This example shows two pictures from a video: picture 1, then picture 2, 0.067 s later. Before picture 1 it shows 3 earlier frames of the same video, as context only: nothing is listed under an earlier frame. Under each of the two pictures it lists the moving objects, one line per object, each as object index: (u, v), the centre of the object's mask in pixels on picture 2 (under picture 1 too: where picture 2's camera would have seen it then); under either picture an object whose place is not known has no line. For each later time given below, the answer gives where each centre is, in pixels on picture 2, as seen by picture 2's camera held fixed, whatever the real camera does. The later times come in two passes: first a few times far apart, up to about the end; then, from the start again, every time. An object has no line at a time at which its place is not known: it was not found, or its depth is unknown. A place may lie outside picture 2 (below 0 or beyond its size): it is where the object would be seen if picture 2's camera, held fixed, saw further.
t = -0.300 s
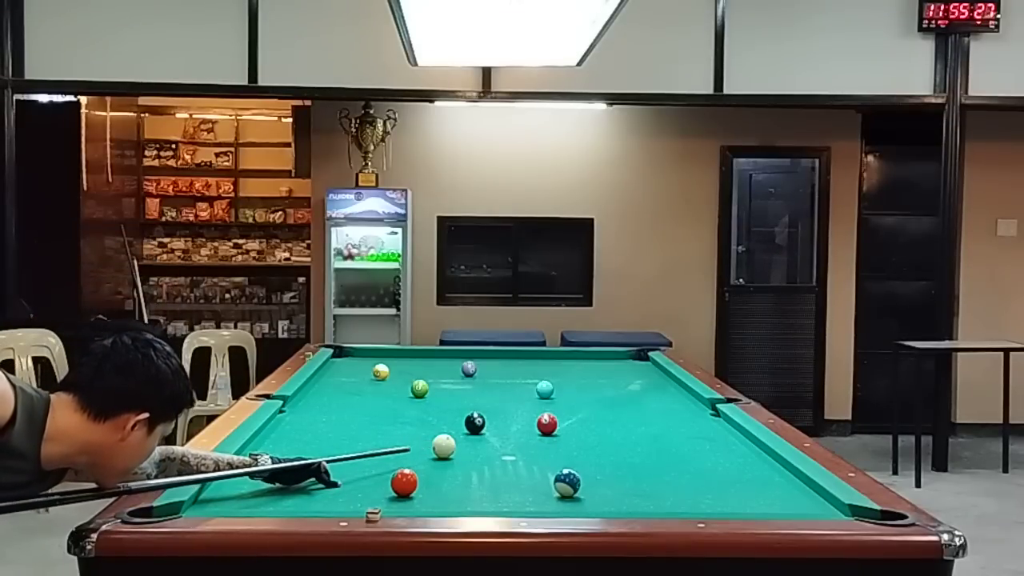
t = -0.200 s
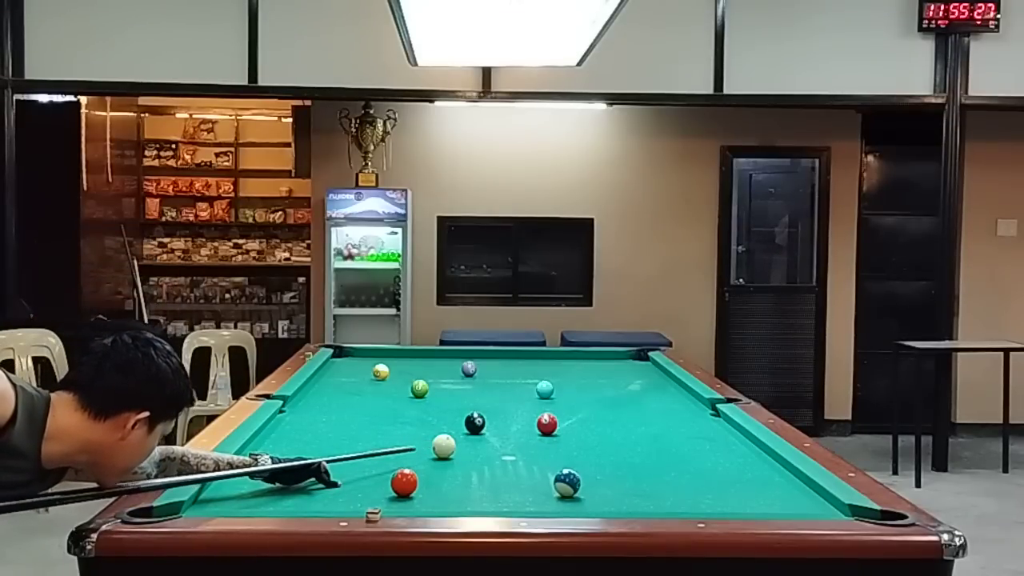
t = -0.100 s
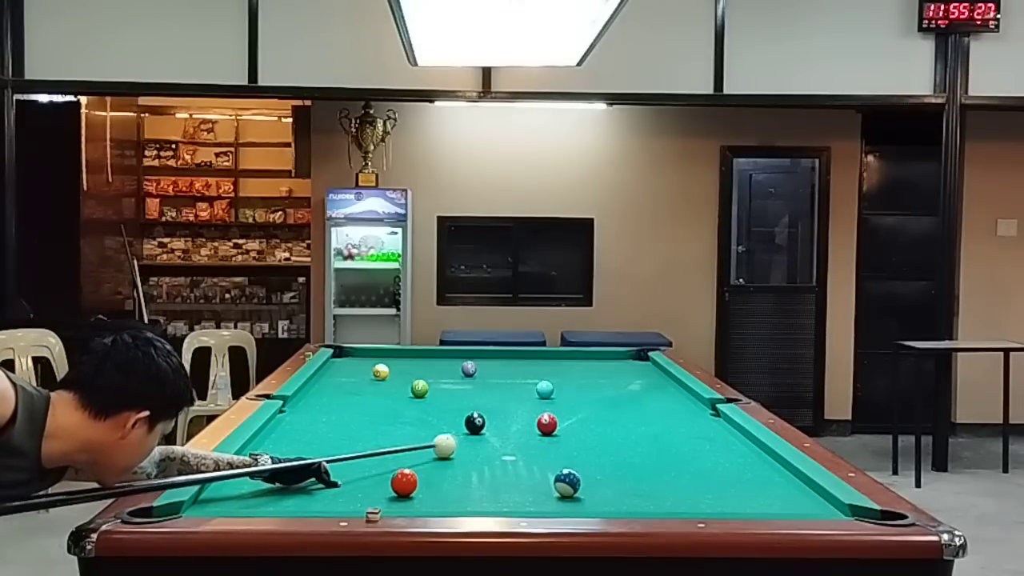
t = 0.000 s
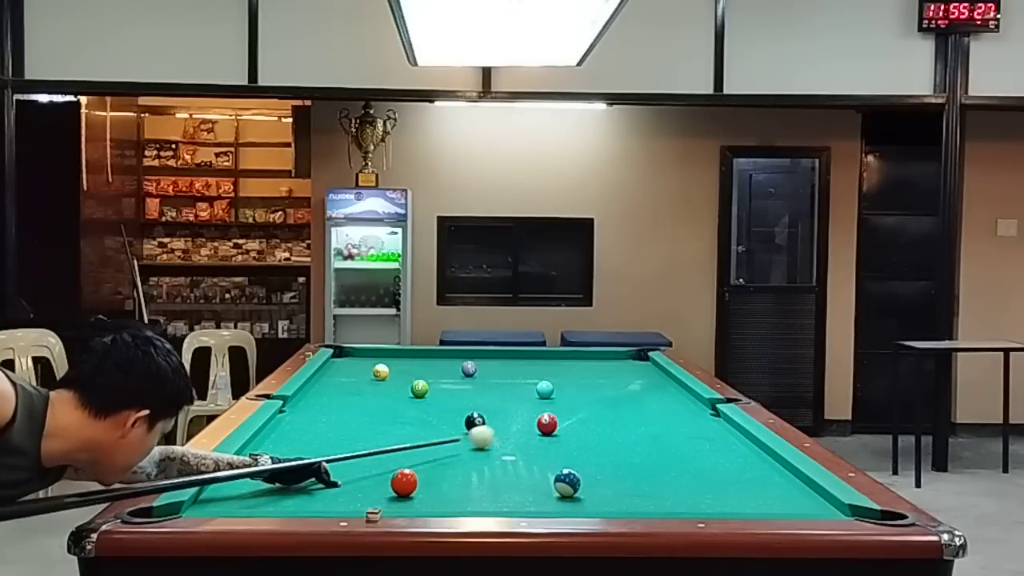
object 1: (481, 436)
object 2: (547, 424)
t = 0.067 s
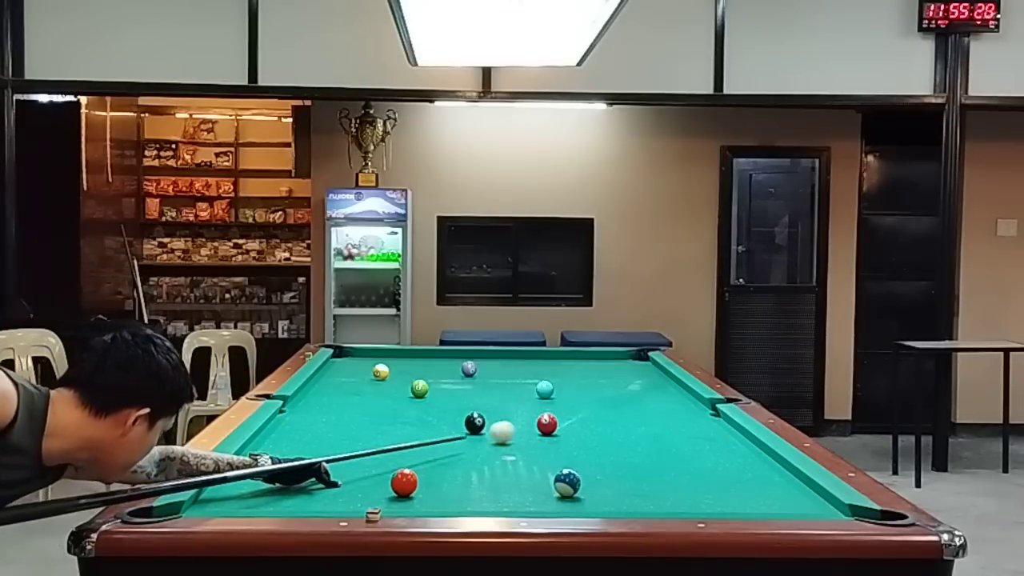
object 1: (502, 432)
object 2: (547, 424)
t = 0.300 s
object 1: (526, 422)
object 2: (584, 418)
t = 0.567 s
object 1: (530, 414)
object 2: (639, 412)
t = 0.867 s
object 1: (532, 407)
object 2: (694, 406)
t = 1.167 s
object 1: (535, 400)
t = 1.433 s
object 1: (537, 395)
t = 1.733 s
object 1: (537, 391)
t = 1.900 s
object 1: (534, 391)
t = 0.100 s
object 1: (512, 430)
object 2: (547, 423)
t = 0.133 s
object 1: (521, 427)
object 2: (547, 423)
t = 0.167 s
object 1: (529, 426)
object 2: (548, 423)
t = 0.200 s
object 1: (527, 425)
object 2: (558, 421)
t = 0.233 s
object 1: (526, 424)
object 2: (568, 420)
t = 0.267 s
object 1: (526, 423)
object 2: (577, 419)
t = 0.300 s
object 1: (526, 422)
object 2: (584, 418)
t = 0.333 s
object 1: (527, 421)
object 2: (592, 418)
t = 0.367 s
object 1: (527, 420)
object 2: (599, 417)
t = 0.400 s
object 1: (528, 419)
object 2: (605, 416)
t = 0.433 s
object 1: (528, 418)
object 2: (612, 415)
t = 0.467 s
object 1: (528, 417)
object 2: (619, 414)
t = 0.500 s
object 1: (529, 416)
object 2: (626, 414)
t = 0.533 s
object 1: (529, 415)
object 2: (632, 413)
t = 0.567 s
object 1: (530, 414)
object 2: (639, 412)
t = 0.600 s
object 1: (530, 413)
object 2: (645, 411)
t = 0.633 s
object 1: (530, 412)
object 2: (651, 411)
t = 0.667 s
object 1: (531, 412)
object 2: (658, 410)
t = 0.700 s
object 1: (531, 411)
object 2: (664, 409)
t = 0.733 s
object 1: (531, 410)
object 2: (670, 409)
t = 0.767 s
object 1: (532, 409)
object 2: (676, 408)
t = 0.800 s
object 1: (532, 408)
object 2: (682, 407)
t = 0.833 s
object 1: (532, 407)
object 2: (688, 406)
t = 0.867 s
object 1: (532, 407)
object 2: (694, 406)
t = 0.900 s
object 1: (533, 406)
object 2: (699, 405)
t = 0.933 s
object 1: (533, 405)
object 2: (705, 404)
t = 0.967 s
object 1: (533, 404)
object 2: (710, 404)
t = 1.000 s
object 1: (533, 404)
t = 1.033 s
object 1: (534, 403)
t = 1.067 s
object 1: (534, 402)
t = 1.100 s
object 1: (534, 402)
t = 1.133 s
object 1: (535, 401)
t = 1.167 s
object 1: (535, 400)
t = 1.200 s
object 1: (535, 400)
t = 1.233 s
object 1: (536, 399)
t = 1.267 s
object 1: (536, 398)
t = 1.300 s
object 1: (536, 398)
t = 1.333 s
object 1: (536, 397)
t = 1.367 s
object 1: (537, 397)
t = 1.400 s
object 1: (537, 396)
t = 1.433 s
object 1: (537, 395)
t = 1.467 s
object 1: (537, 395)
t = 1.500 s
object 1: (537, 394)
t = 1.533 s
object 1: (537, 394)
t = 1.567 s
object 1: (538, 393)
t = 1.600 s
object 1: (538, 392)
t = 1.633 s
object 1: (538, 392)
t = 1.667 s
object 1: (538, 392)
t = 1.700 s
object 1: (537, 392)
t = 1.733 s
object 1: (537, 391)
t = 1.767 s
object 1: (536, 391)
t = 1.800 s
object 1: (535, 391)
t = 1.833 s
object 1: (535, 391)
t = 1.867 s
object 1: (535, 391)
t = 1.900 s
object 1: (534, 391)
